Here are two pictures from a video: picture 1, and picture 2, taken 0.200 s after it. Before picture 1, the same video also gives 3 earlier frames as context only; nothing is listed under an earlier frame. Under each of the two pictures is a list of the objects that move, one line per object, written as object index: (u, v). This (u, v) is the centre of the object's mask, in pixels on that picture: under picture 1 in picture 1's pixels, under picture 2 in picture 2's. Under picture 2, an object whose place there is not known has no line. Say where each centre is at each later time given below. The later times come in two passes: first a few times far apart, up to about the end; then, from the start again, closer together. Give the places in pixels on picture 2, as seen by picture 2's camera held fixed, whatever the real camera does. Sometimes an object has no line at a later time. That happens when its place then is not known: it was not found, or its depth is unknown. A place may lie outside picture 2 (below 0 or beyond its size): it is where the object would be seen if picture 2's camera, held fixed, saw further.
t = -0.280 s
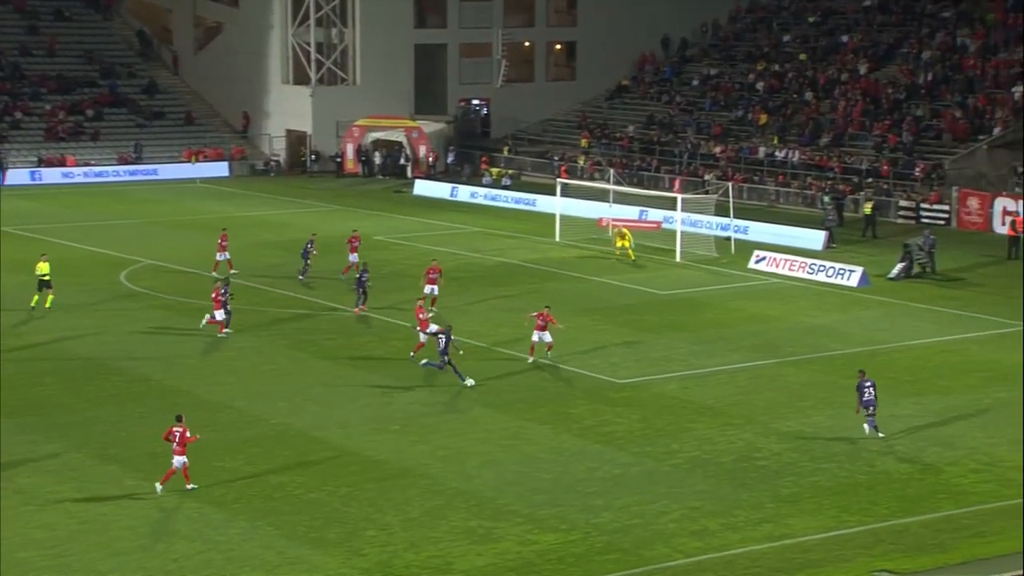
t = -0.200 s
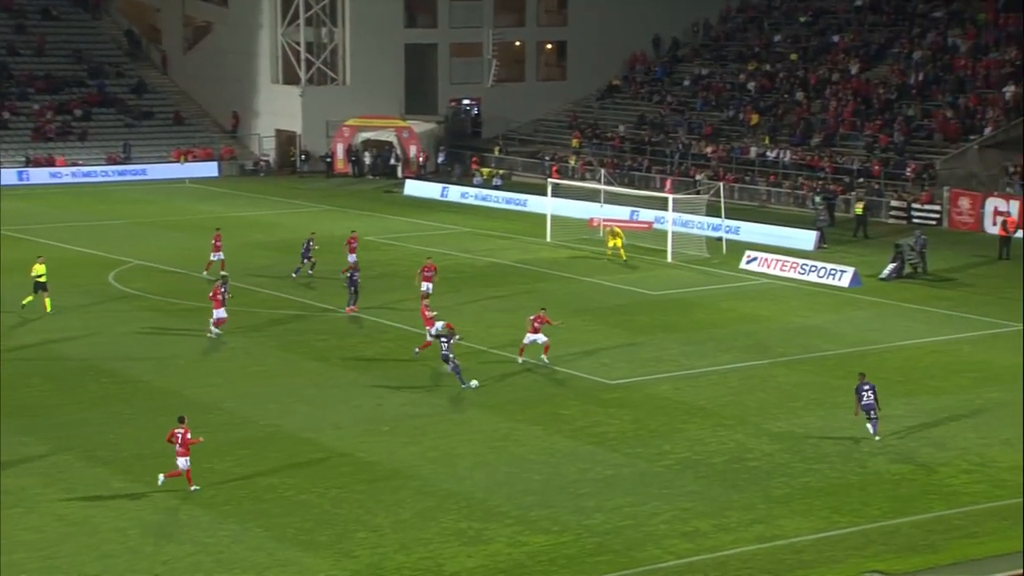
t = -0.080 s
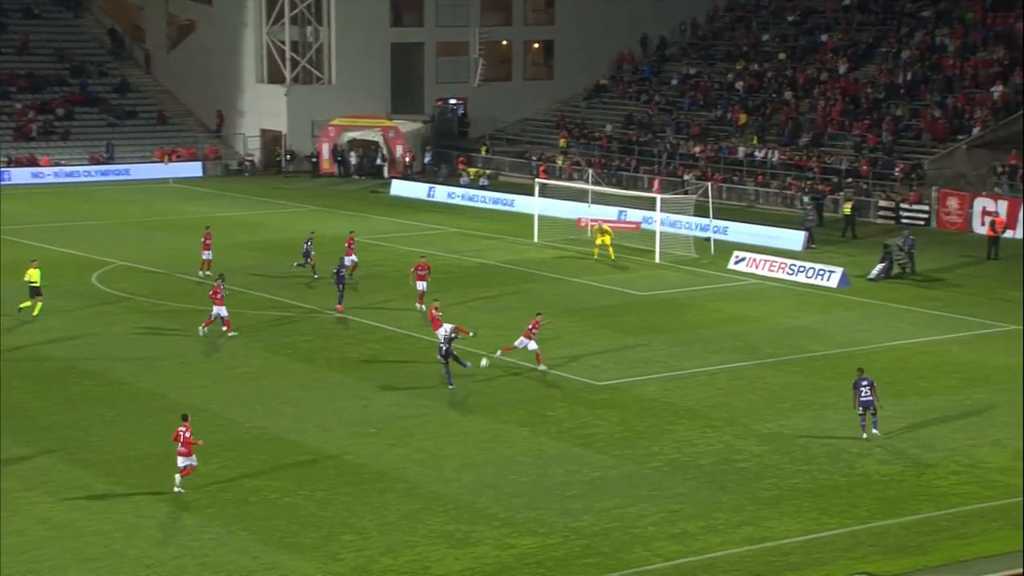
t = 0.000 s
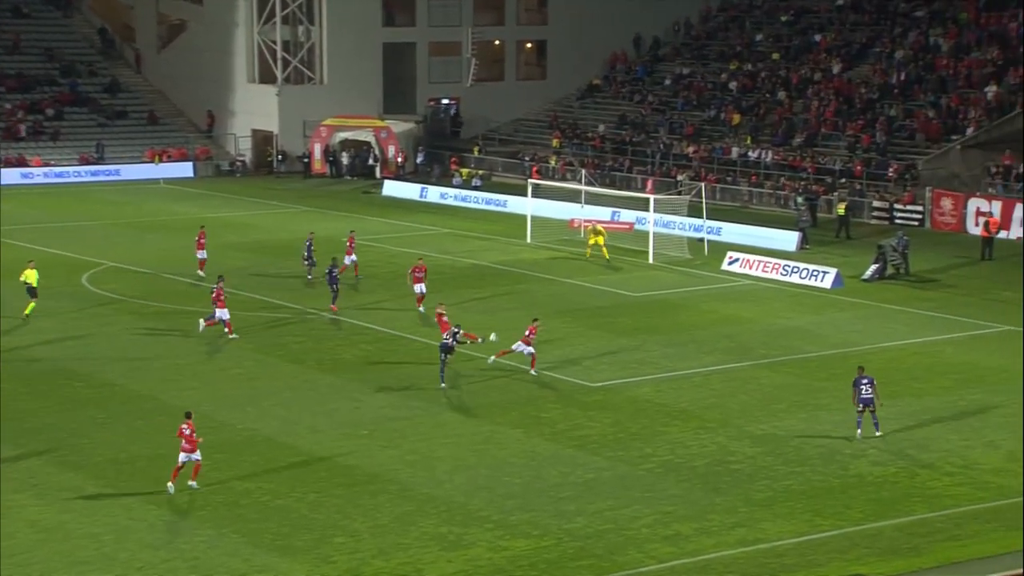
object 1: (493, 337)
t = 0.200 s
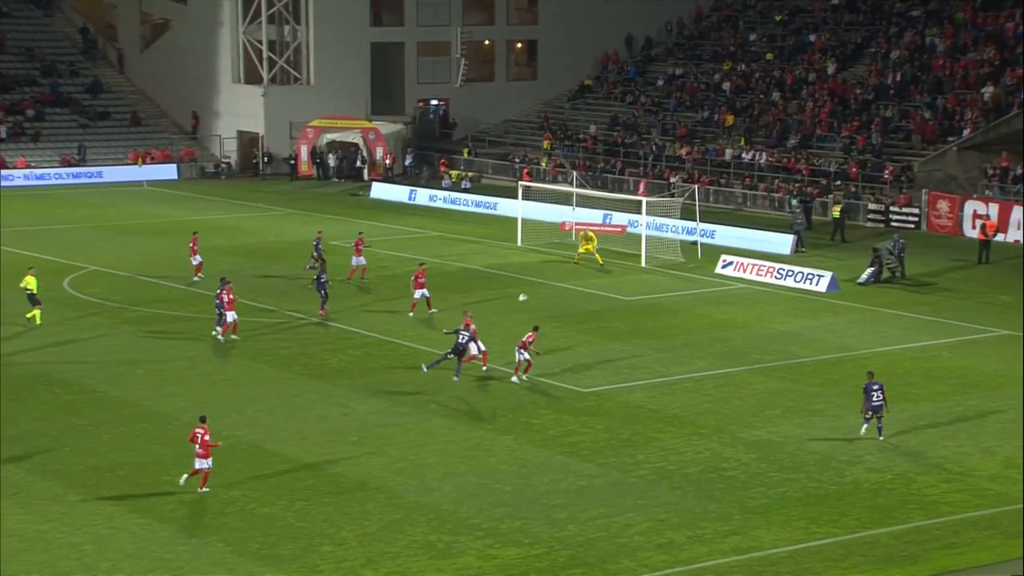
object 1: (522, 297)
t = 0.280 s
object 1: (537, 288)
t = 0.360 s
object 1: (552, 282)
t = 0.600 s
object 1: (592, 276)
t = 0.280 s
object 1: (537, 288)
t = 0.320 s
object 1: (545, 285)
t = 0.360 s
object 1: (552, 282)
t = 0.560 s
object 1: (586, 280)
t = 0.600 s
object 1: (592, 276)
